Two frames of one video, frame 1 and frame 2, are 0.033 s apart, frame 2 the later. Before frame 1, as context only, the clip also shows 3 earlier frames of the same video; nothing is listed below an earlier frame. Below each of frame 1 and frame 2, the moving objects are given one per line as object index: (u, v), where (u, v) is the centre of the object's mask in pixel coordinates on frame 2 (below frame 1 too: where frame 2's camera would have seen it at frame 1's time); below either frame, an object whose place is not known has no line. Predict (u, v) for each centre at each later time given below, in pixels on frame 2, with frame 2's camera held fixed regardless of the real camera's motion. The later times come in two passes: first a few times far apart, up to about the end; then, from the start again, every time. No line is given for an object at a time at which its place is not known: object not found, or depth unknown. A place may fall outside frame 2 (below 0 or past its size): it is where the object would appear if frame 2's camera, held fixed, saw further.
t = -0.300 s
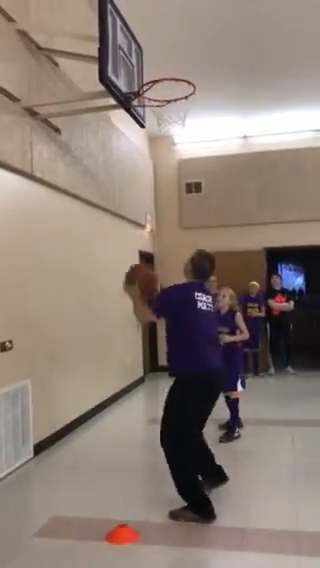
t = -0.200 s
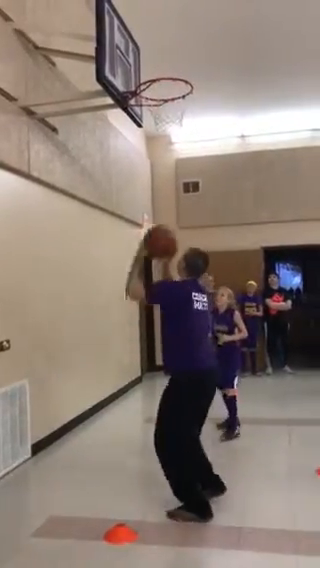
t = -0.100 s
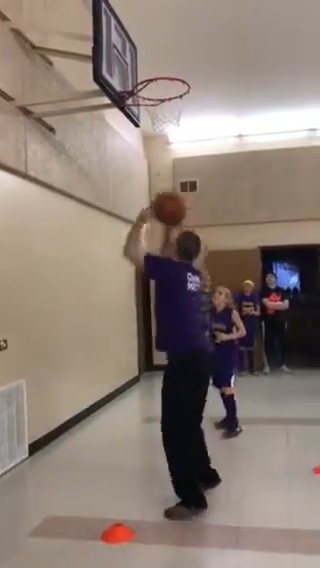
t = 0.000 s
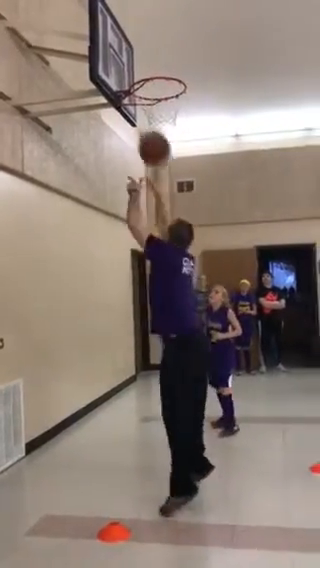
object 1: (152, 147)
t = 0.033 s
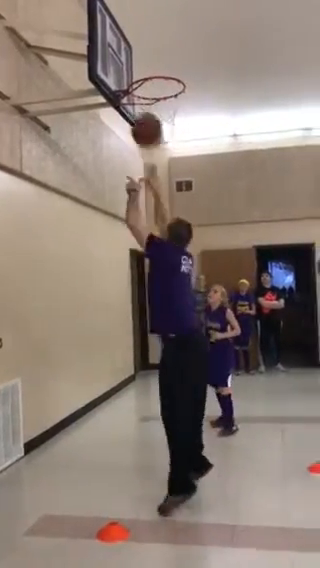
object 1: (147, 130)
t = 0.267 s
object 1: (133, 65)
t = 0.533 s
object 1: (162, 84)
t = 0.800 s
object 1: (139, 116)
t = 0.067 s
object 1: (140, 113)
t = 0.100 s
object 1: (134, 100)
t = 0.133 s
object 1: (128, 89)
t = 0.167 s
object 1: (123, 79)
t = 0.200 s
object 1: (120, 71)
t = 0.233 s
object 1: (127, 67)
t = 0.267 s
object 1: (133, 65)
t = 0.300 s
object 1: (140, 64)
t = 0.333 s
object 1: (146, 64)
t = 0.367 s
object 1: (153, 66)
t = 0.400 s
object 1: (159, 69)
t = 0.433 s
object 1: (166, 73)
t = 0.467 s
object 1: (172, 79)
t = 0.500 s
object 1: (168, 81)
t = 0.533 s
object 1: (162, 84)
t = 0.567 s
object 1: (156, 88)
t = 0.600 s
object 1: (150, 94)
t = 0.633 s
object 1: (145, 100)
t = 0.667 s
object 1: (141, 107)
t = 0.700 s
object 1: (138, 111)
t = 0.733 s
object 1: (137, 112)
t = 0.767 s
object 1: (138, 115)
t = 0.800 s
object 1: (139, 116)
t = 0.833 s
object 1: (141, 118)
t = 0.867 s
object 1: (144, 122)
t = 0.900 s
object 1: (146, 127)
